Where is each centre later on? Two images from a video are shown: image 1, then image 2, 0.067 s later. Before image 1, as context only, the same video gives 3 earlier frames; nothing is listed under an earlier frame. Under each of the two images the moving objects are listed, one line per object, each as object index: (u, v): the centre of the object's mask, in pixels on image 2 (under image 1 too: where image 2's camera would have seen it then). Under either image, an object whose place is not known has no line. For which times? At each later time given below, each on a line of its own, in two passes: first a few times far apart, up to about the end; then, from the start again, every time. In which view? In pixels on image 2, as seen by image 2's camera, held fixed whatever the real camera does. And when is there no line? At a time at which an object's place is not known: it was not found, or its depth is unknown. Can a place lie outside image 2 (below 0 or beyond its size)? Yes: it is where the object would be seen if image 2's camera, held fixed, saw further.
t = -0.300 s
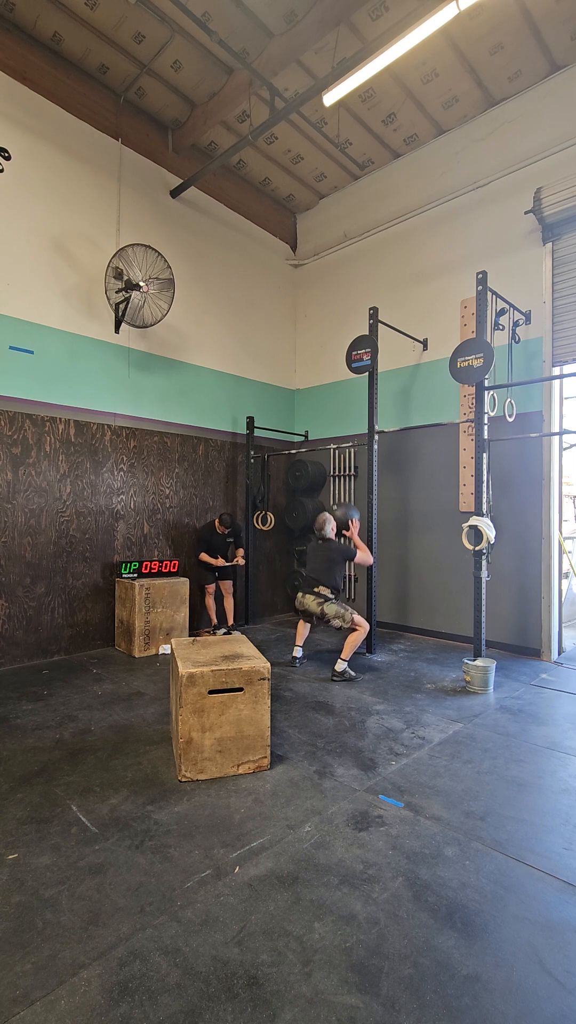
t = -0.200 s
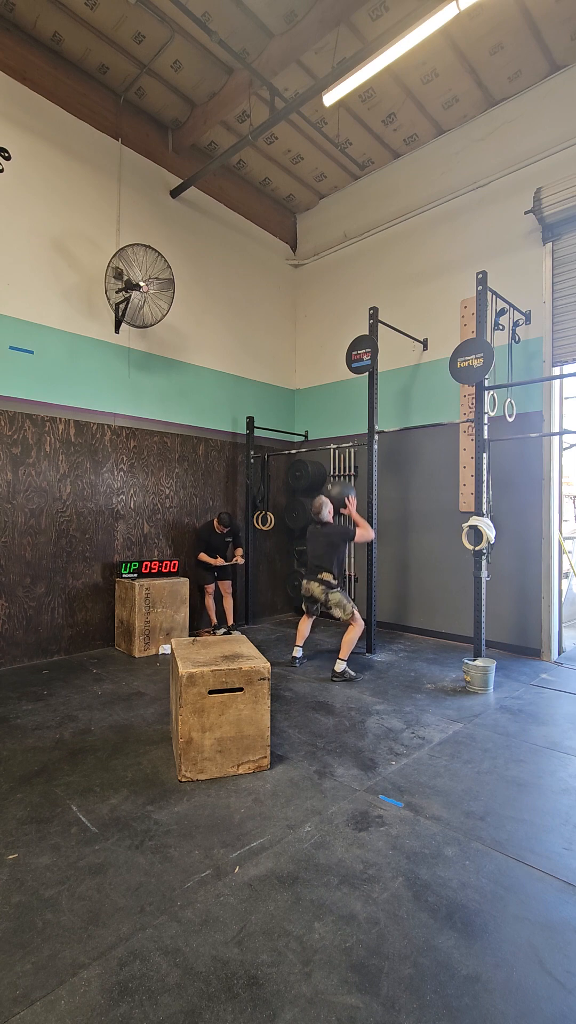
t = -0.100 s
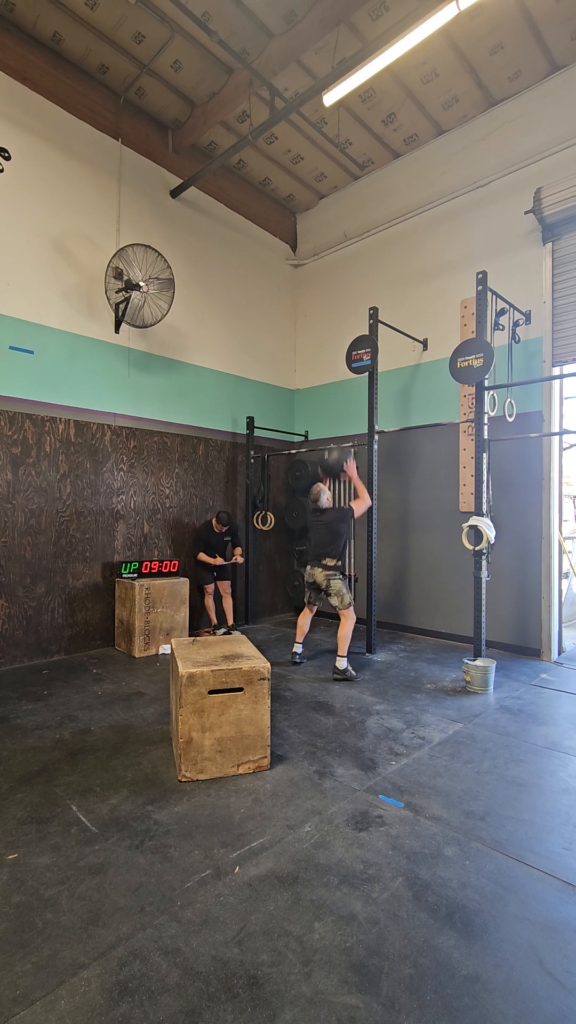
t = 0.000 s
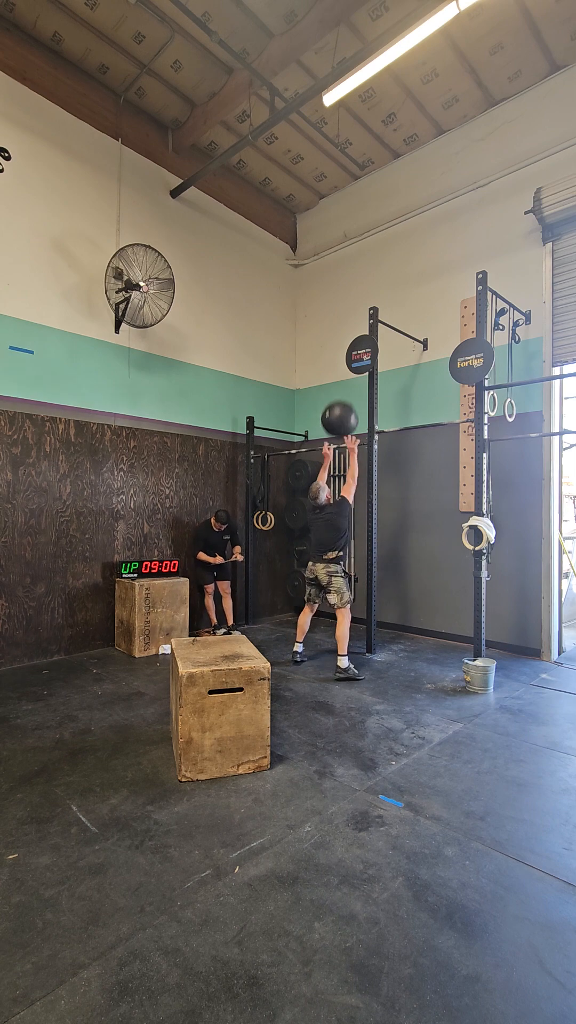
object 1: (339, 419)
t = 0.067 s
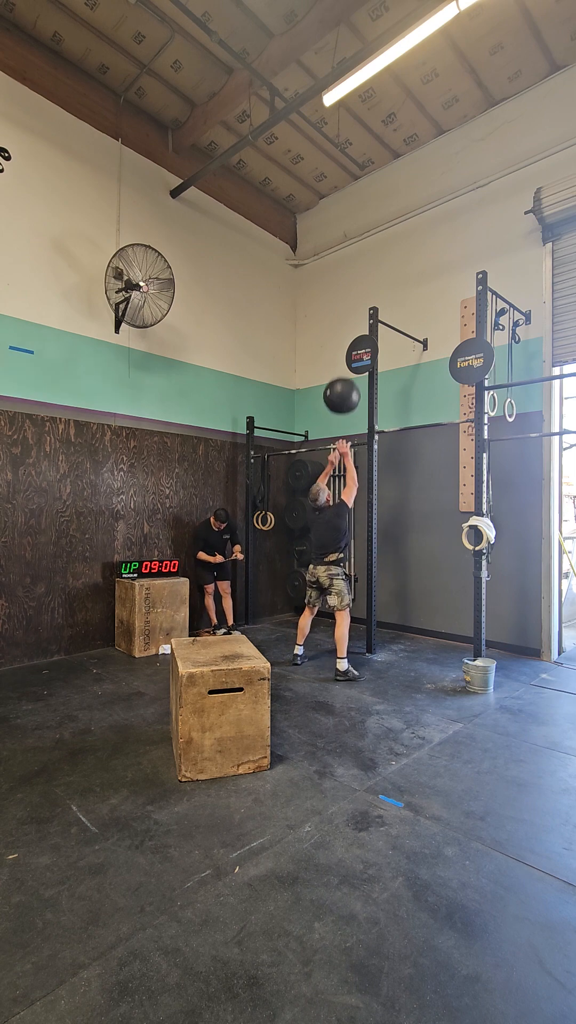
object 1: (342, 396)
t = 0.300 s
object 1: (348, 348)
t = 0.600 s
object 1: (354, 364)
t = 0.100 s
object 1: (342, 386)
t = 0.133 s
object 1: (344, 377)
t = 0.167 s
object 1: (344, 369)
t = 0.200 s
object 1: (345, 362)
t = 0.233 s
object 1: (346, 356)
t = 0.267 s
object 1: (347, 352)
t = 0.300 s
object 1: (348, 348)
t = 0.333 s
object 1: (349, 346)
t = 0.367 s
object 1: (350, 344)
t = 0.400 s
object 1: (351, 344)
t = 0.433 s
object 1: (352, 345)
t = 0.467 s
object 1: (353, 347)
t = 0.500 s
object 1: (354, 351)
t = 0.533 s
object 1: (355, 355)
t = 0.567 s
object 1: (355, 358)
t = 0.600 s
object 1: (354, 364)
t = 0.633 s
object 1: (354, 369)
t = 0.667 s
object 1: (353, 376)
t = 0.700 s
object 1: (353, 384)
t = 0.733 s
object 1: (352, 393)
